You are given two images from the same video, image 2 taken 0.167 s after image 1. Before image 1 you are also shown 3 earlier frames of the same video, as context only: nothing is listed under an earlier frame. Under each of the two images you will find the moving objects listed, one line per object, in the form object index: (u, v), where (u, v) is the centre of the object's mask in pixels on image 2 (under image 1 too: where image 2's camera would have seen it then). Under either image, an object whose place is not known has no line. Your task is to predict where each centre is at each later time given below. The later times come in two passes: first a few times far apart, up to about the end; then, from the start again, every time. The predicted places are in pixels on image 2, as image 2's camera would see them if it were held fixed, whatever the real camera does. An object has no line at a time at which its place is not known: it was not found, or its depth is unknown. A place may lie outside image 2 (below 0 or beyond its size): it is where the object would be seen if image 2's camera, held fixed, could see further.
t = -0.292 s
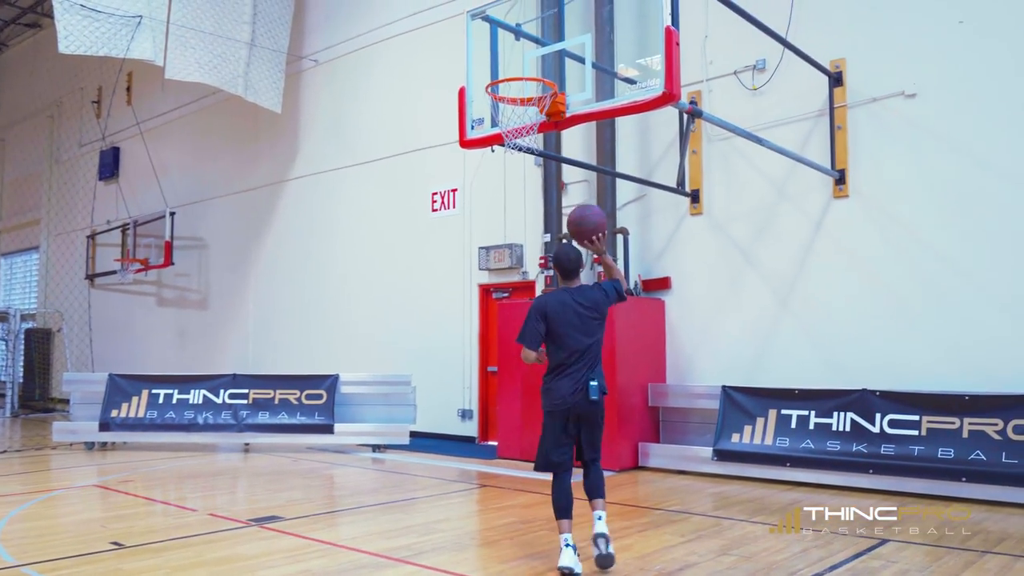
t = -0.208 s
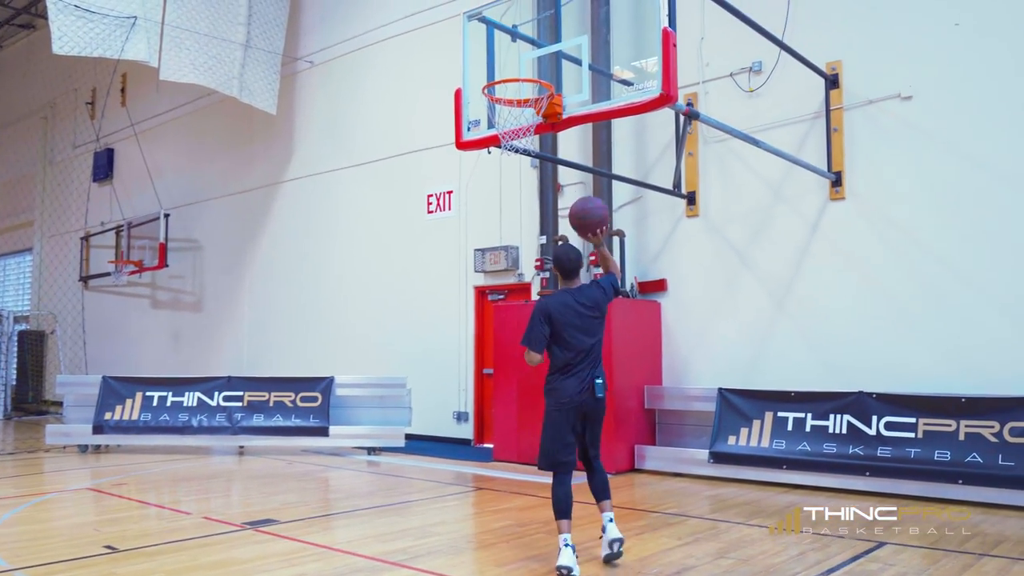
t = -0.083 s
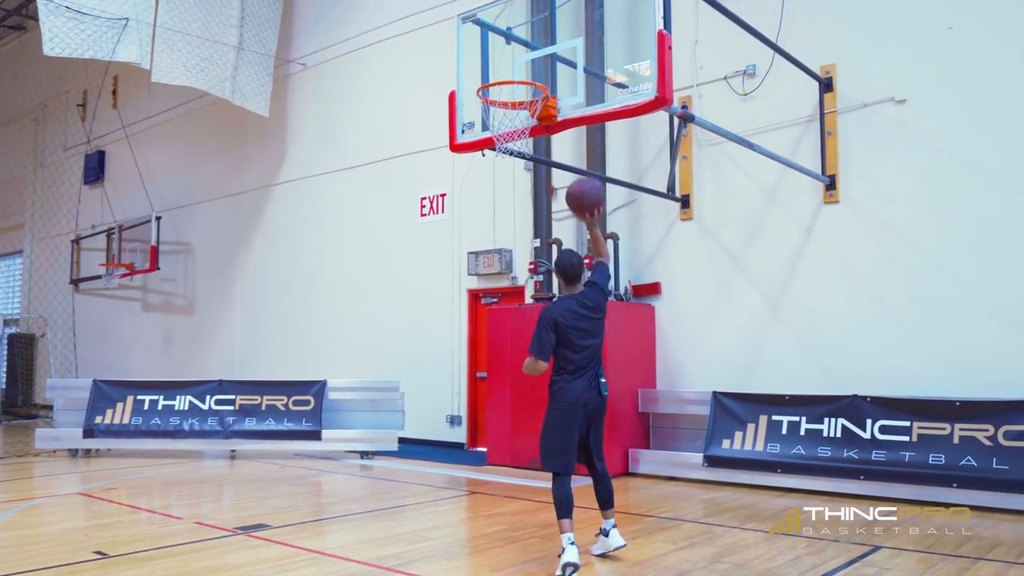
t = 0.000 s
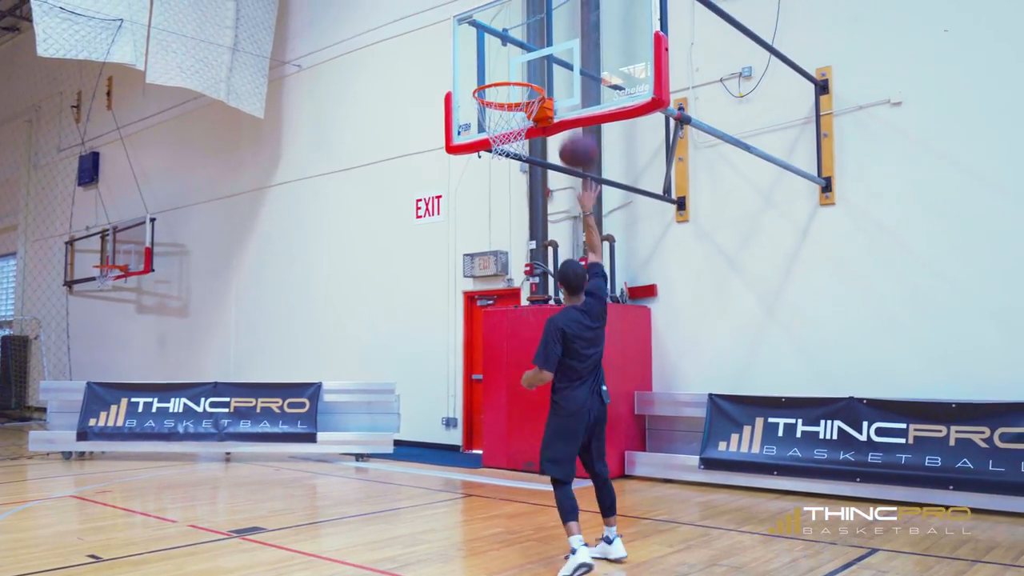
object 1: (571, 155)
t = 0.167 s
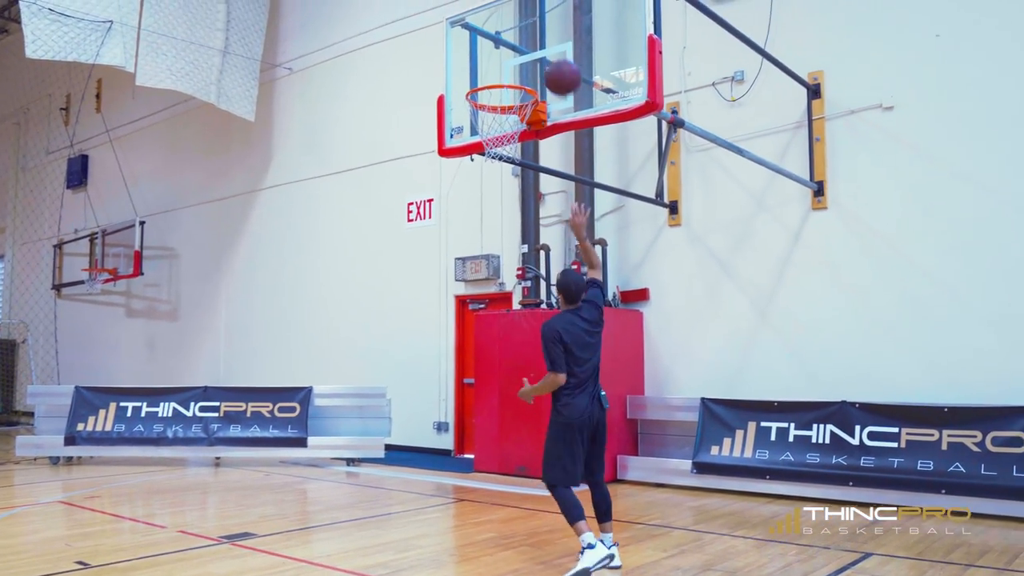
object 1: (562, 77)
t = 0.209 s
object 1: (560, 65)
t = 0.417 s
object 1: (538, 46)
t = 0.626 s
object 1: (500, 90)
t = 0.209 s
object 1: (560, 65)
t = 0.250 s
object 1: (558, 56)
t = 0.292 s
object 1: (556, 49)
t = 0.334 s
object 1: (553, 45)
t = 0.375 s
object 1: (546, 44)
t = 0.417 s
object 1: (538, 46)
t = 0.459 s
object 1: (531, 49)
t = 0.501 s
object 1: (523, 55)
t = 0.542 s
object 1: (515, 64)
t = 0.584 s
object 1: (507, 72)
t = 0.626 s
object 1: (500, 90)
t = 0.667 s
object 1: (491, 107)
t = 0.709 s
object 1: (485, 125)
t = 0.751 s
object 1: (483, 135)
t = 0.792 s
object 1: (482, 144)
